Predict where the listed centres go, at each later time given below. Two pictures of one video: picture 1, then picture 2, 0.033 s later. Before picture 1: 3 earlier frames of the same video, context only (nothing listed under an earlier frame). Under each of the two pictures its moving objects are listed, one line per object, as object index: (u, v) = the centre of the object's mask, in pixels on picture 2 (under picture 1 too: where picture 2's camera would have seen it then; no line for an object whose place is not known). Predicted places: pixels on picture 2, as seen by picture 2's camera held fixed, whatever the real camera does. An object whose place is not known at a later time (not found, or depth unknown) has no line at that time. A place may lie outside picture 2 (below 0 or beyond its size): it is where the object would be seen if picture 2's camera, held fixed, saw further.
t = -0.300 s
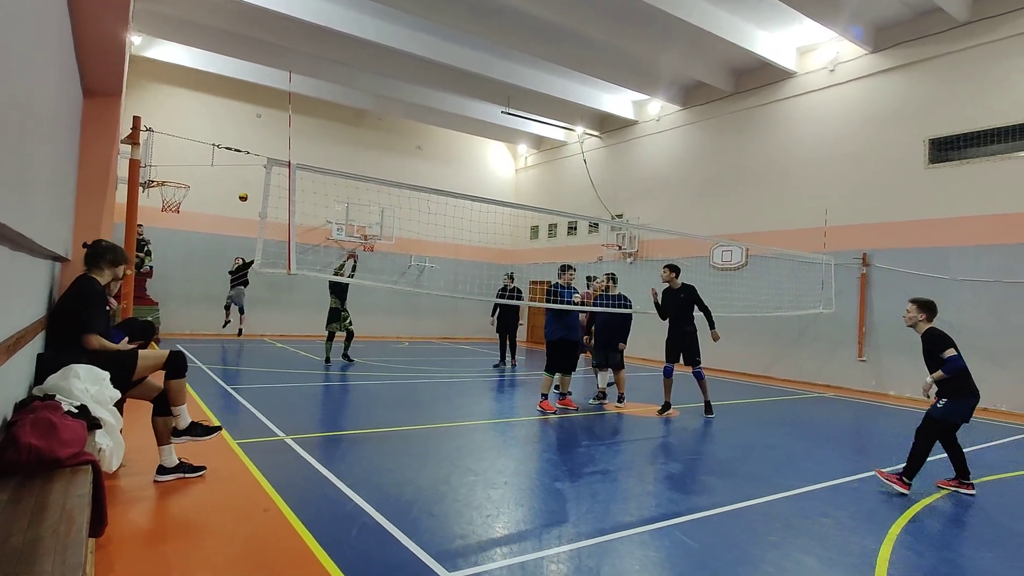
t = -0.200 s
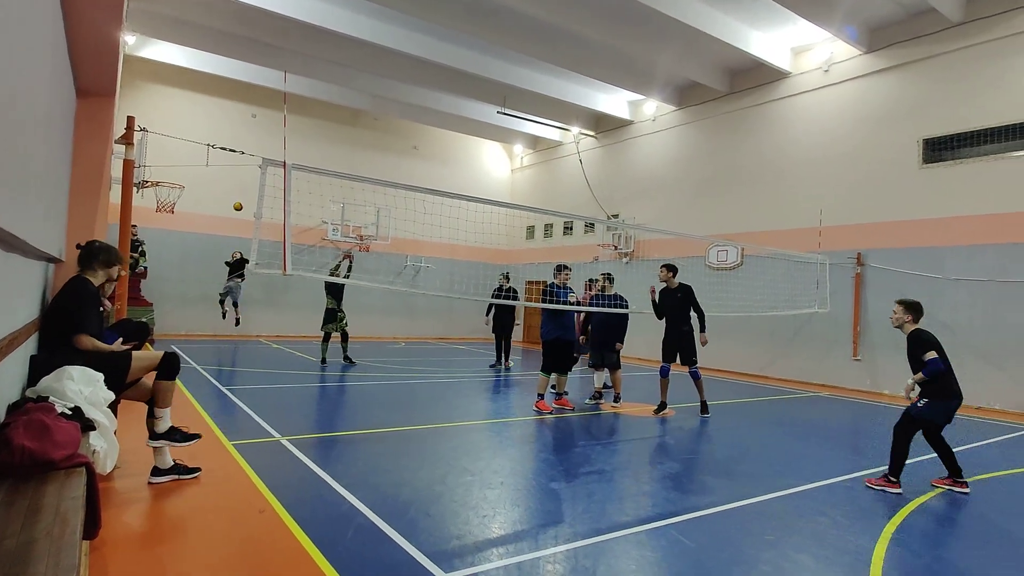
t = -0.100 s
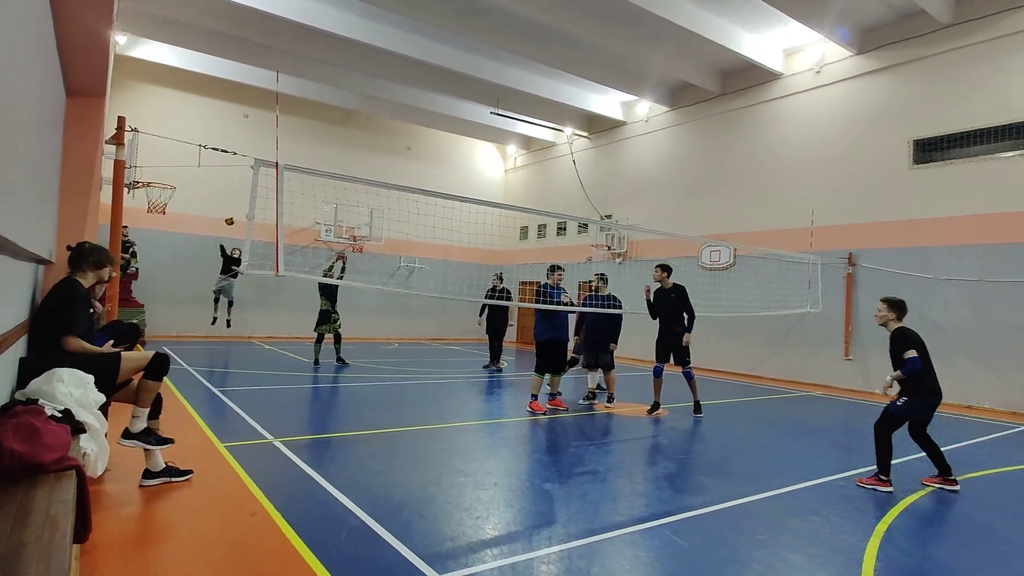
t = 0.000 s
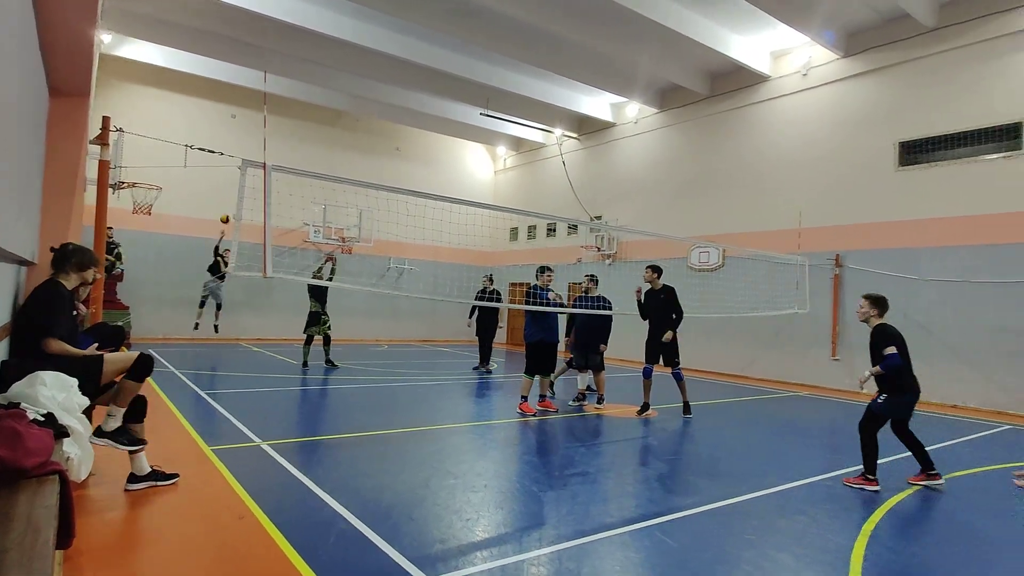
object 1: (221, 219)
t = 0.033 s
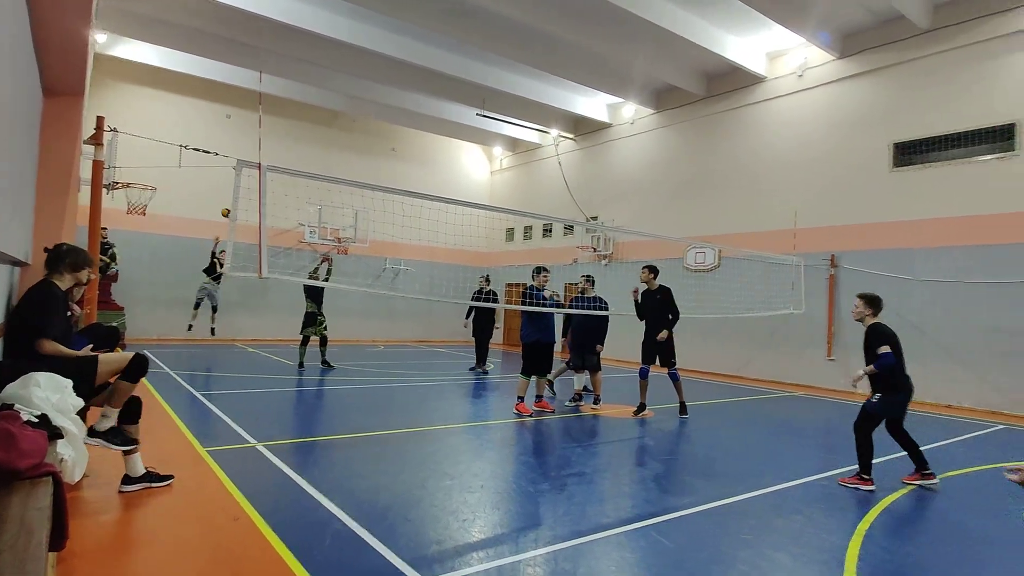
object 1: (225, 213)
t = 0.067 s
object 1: (228, 207)
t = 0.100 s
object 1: (240, 200)
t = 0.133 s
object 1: (243, 193)
